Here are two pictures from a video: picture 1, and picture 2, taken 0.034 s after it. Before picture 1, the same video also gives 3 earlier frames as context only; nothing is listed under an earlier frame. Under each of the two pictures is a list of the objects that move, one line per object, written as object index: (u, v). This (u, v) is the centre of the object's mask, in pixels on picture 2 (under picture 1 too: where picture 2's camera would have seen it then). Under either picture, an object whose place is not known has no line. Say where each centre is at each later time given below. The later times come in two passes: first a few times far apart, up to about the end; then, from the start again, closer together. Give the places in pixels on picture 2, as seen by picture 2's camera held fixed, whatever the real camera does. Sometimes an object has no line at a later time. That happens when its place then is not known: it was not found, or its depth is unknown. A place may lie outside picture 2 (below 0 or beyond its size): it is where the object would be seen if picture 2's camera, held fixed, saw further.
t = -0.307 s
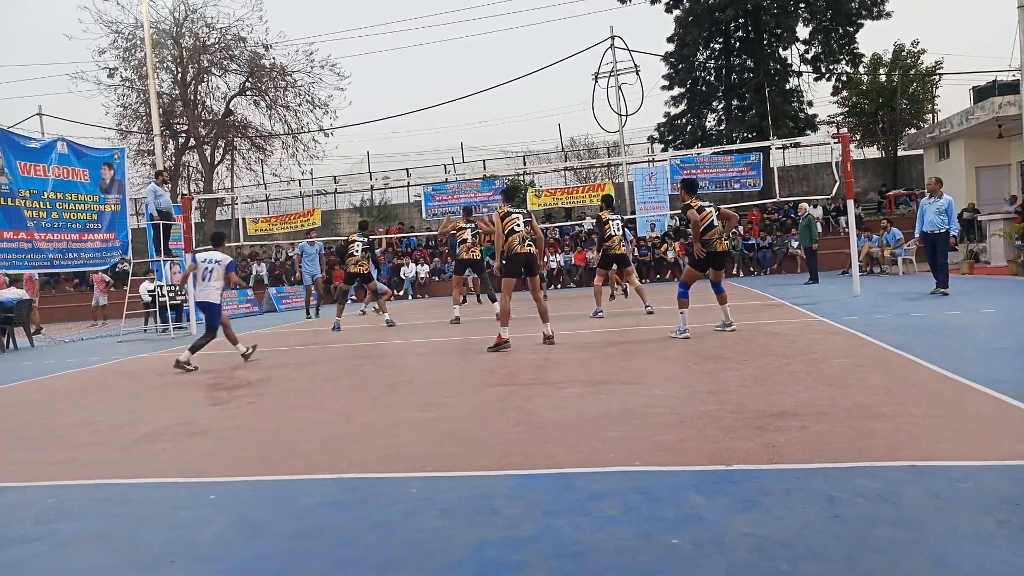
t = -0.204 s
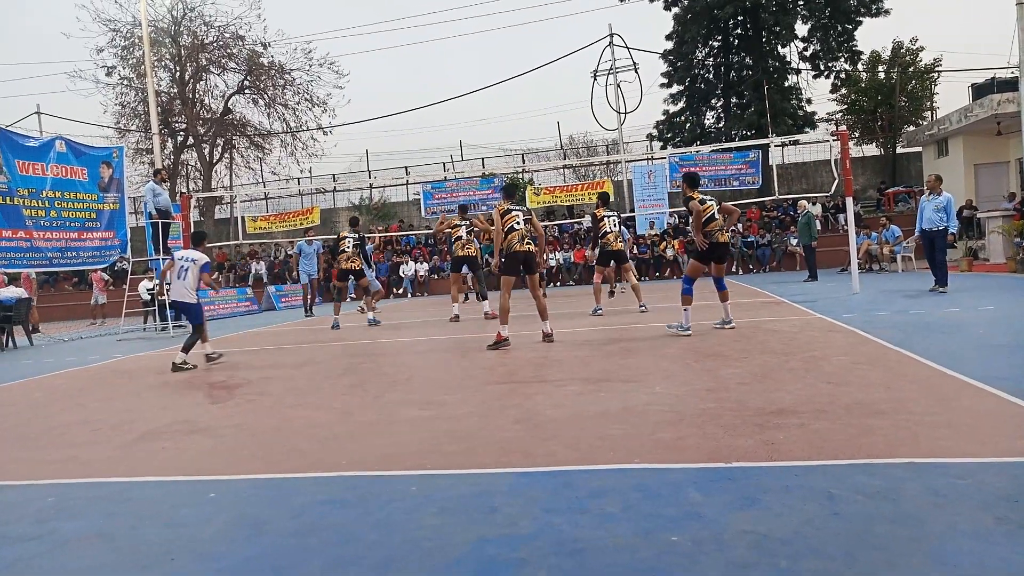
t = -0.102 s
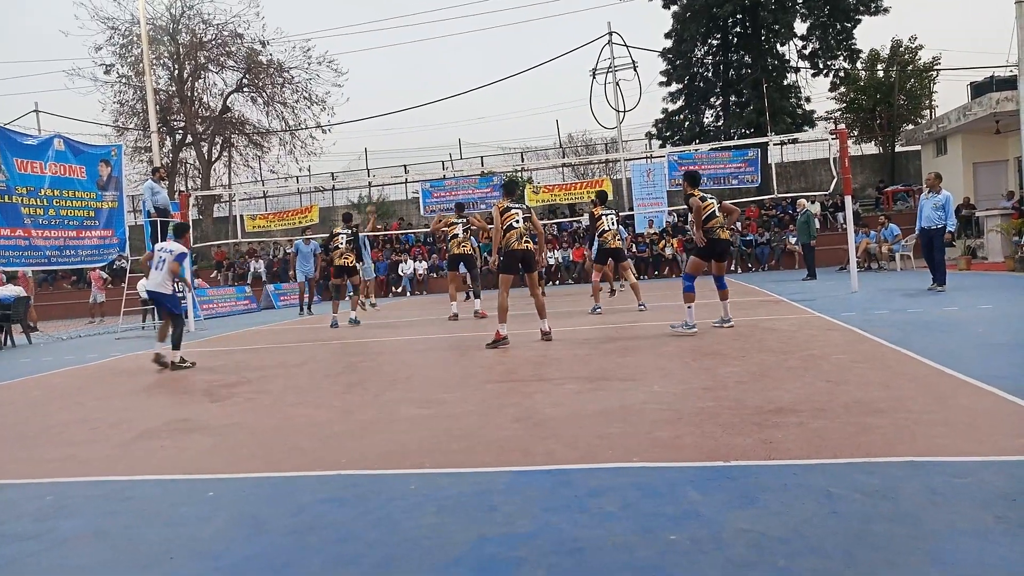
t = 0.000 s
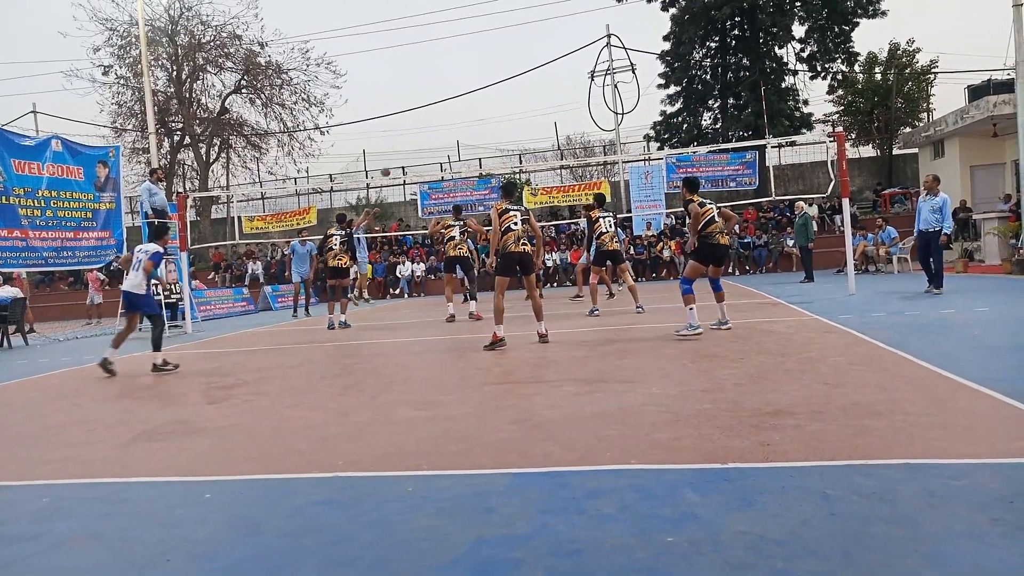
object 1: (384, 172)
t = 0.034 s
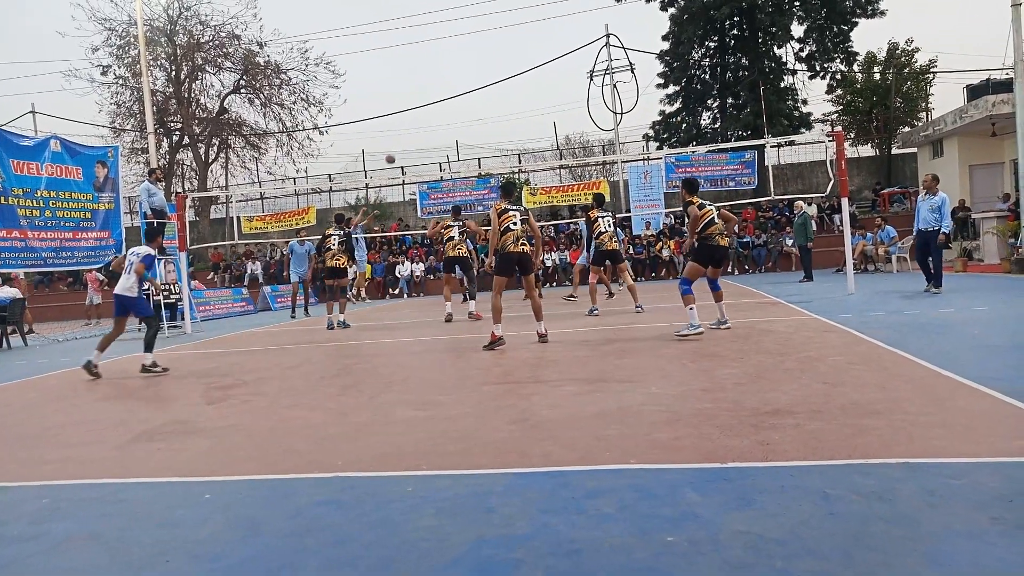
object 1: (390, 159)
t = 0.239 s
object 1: (427, 93)
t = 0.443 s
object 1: (467, 45)
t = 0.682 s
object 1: (516, 15)
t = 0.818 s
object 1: (546, 11)
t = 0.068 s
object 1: (396, 147)
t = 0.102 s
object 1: (402, 135)
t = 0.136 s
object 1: (408, 124)
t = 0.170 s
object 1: (414, 113)
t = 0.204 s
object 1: (421, 103)
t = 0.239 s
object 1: (427, 93)
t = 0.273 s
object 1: (434, 84)
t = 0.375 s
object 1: (453, 59)
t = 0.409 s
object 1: (460, 52)
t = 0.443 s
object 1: (467, 45)
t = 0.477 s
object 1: (473, 39)
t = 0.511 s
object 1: (480, 34)
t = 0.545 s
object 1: (487, 29)
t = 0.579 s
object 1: (494, 25)
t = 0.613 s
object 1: (501, 21)
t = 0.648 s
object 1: (508, 18)
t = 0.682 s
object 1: (516, 15)
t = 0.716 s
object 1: (523, 13)
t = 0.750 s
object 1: (531, 12)
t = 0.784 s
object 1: (538, 11)
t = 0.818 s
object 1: (546, 11)
